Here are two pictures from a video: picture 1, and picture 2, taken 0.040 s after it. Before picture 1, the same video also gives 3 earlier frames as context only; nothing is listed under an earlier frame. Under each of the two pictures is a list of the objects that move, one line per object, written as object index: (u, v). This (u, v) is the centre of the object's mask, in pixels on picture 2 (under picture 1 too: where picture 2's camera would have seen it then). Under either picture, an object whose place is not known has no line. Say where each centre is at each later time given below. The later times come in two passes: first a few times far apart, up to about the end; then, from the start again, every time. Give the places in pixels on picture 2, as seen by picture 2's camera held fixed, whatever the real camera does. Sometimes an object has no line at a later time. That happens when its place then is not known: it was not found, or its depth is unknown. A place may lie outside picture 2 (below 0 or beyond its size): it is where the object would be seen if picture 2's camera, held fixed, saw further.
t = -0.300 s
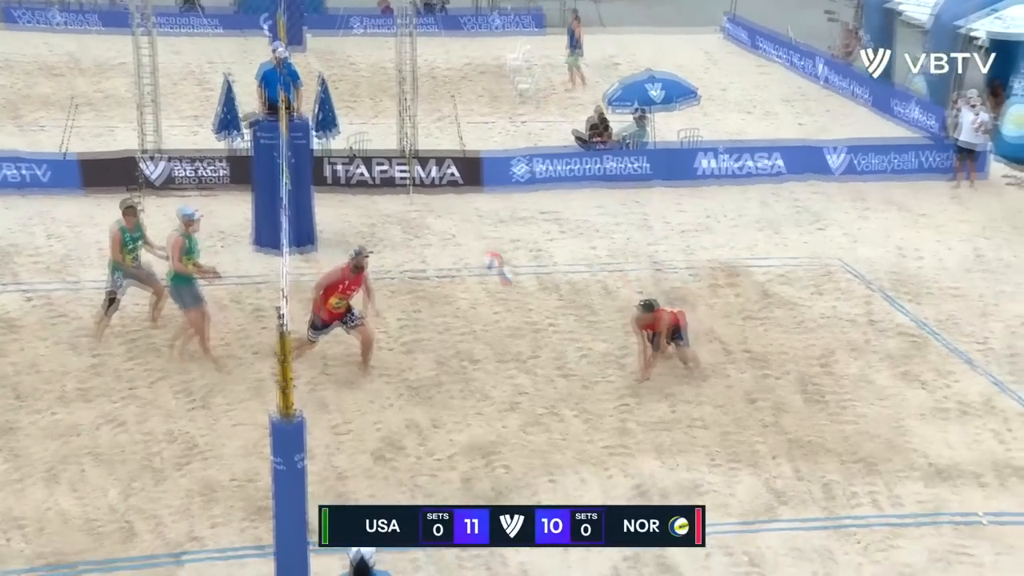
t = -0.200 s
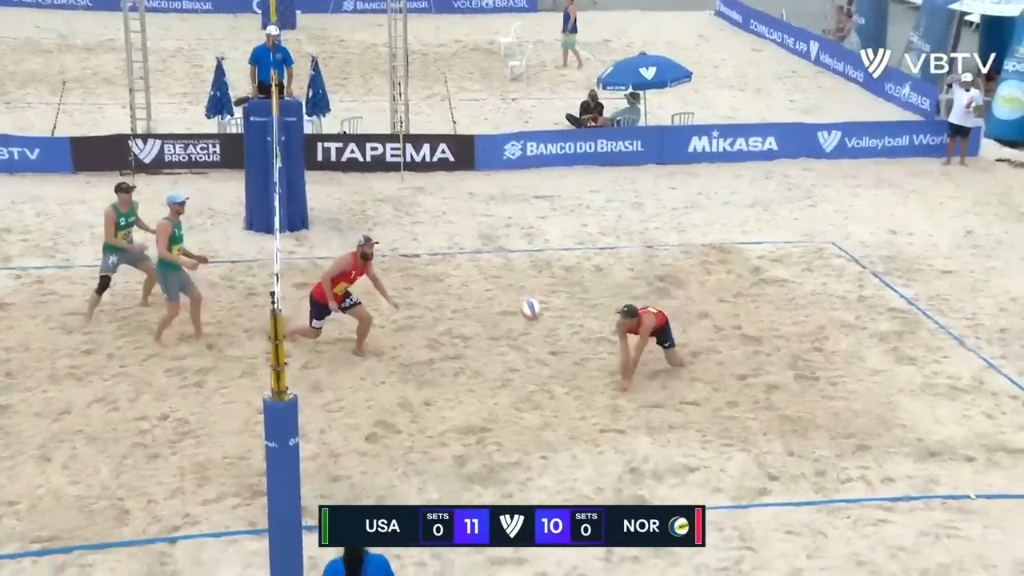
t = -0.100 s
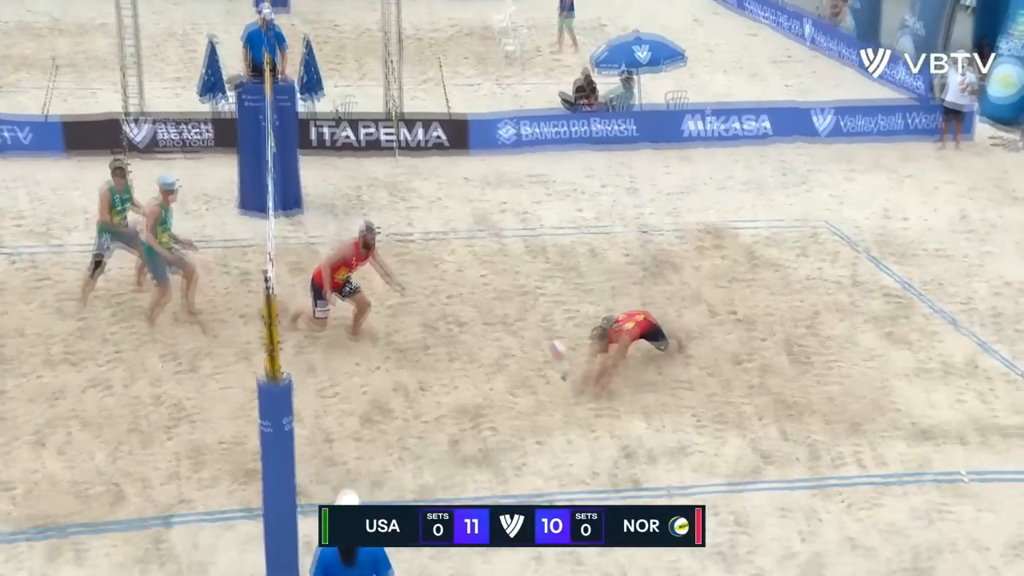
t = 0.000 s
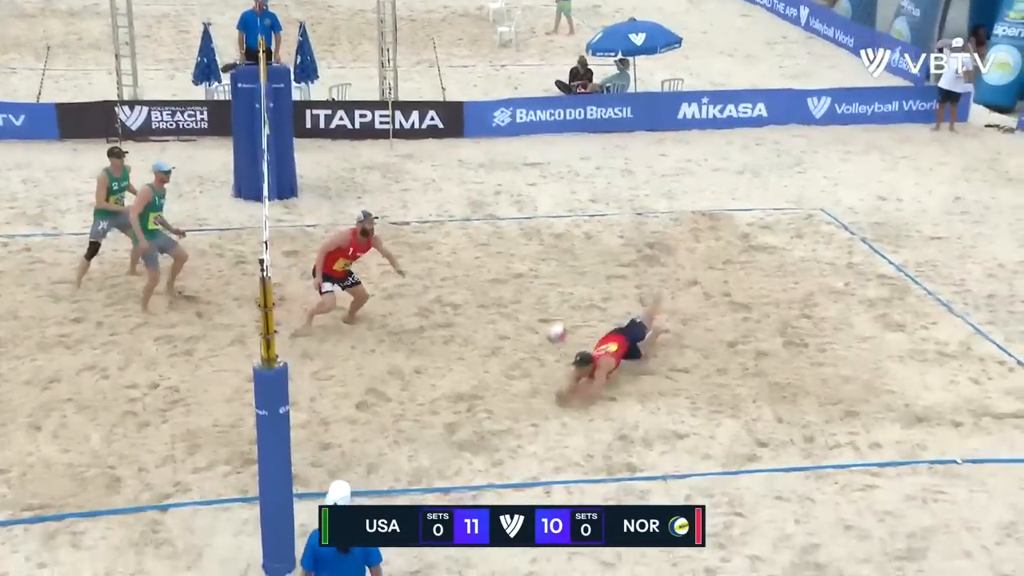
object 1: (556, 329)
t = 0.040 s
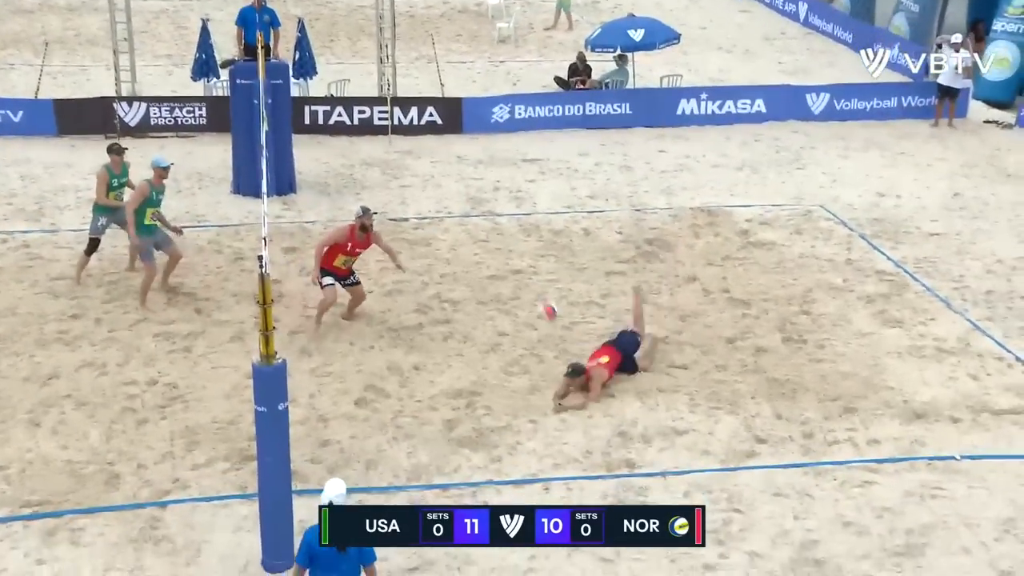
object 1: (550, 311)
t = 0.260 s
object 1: (500, 220)
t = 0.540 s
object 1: (440, 169)
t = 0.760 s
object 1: (392, 178)
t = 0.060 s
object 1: (546, 302)
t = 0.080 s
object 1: (538, 291)
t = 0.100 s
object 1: (535, 283)
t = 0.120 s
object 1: (532, 275)
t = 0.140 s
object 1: (531, 273)
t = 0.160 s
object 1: (523, 259)
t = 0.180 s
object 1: (518, 251)
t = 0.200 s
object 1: (514, 243)
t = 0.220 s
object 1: (511, 236)
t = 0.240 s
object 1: (505, 229)
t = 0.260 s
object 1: (500, 220)
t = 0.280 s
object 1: (498, 217)
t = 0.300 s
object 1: (495, 213)
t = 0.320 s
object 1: (489, 204)
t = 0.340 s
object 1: (486, 201)
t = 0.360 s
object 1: (481, 195)
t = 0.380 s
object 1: (474, 191)
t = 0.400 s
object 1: (471, 187)
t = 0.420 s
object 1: (468, 183)
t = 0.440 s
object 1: (463, 180)
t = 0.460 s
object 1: (458, 178)
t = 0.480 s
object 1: (454, 175)
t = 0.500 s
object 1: (452, 174)
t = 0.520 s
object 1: (444, 170)
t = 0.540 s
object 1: (440, 169)
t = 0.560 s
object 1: (436, 167)
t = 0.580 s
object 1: (433, 168)
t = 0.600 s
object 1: (427, 167)
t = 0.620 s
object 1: (425, 167)
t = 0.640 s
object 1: (419, 167)
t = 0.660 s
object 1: (417, 170)
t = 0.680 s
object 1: (409, 169)
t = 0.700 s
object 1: (408, 171)
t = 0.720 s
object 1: (401, 173)
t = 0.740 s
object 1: (399, 176)
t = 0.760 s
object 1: (392, 178)
